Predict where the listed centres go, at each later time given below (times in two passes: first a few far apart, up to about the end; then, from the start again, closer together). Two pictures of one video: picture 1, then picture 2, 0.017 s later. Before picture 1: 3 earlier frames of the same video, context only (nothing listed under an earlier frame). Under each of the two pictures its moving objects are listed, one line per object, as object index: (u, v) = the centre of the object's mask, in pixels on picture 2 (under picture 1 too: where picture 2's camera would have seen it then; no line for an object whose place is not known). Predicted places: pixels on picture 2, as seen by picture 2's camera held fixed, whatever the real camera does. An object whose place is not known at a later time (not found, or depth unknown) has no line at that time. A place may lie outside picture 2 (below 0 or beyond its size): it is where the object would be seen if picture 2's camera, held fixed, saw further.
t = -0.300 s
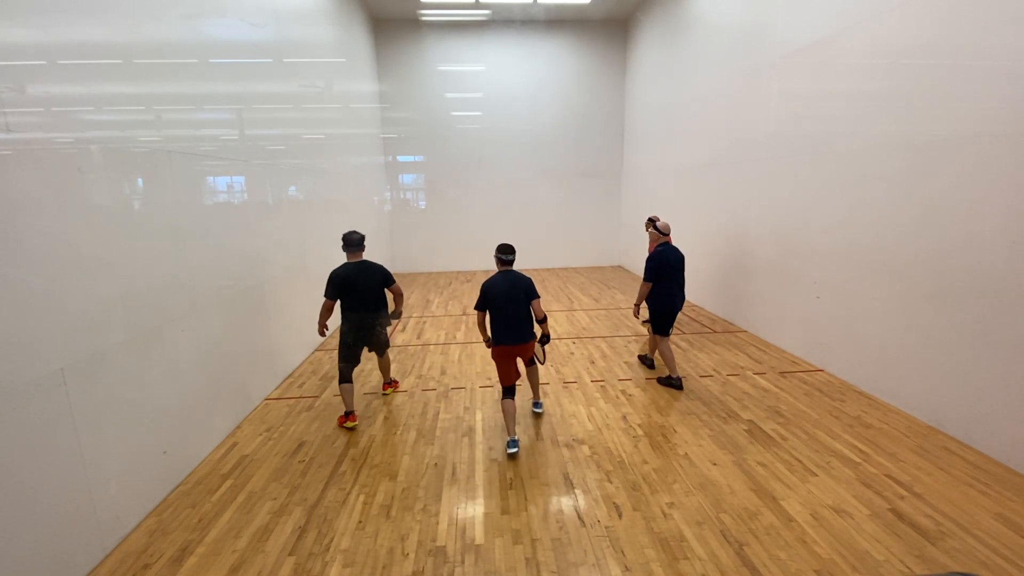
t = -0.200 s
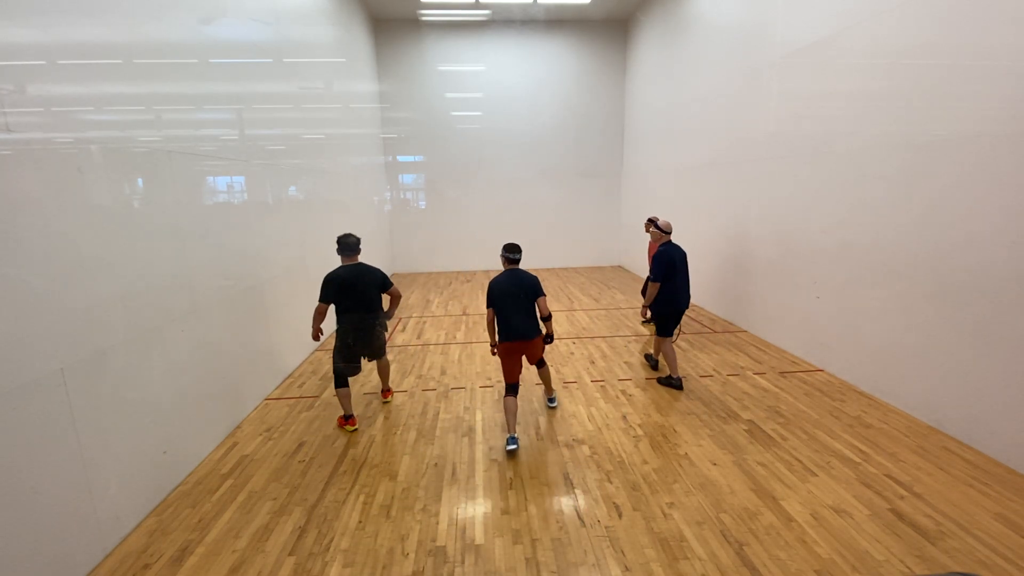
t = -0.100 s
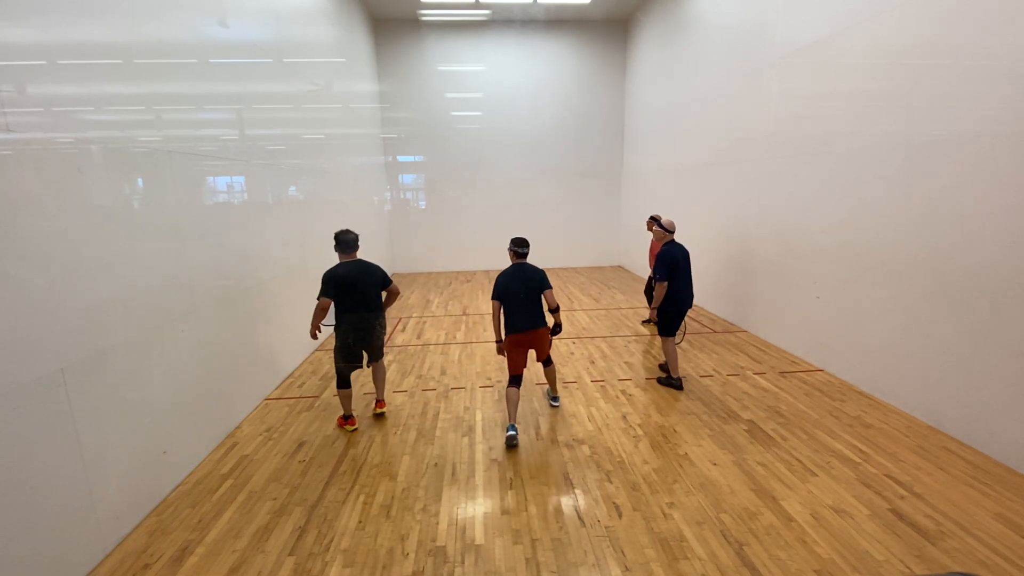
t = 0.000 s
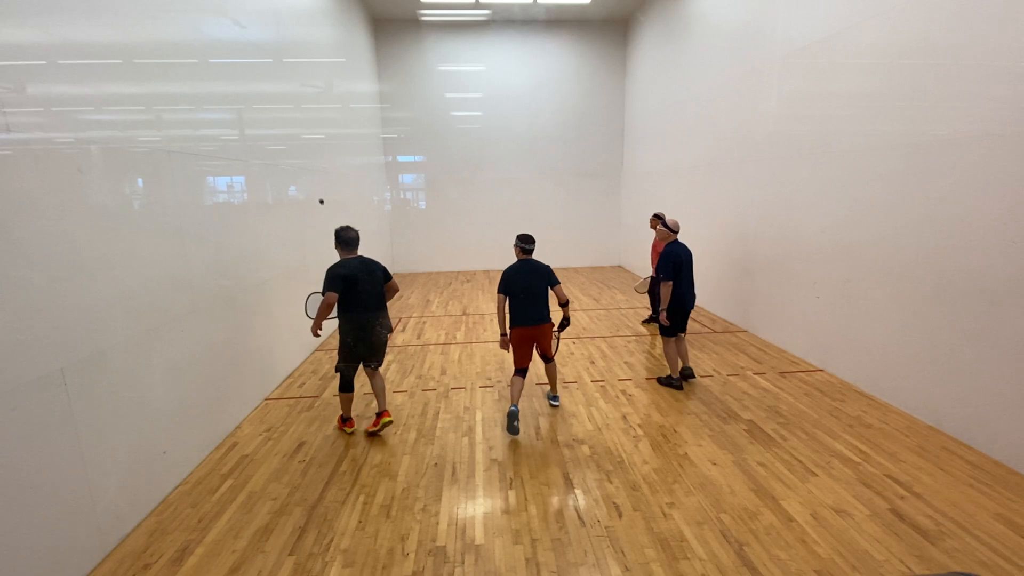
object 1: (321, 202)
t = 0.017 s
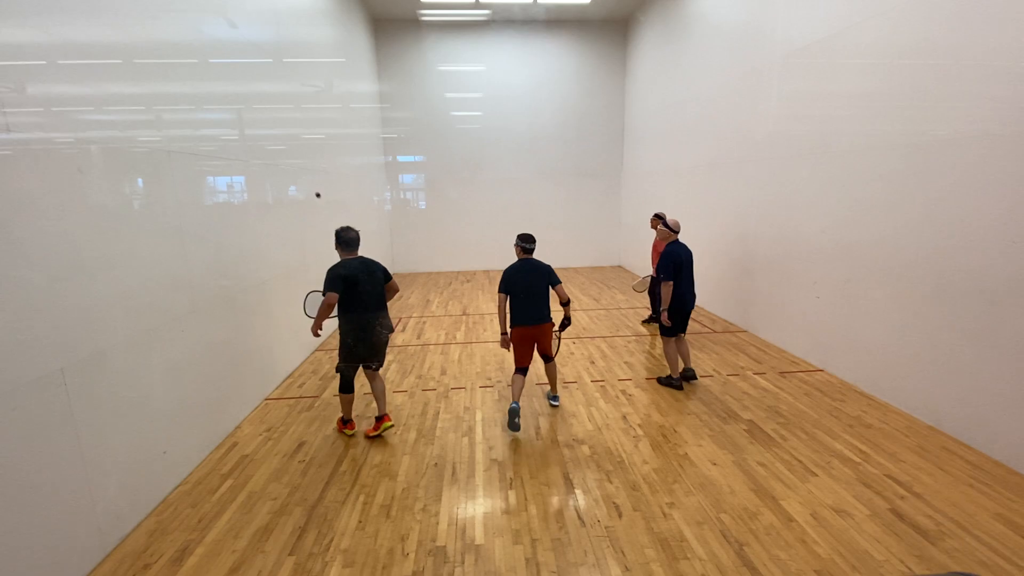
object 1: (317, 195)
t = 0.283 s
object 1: (255, 110)
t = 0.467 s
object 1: (225, 83)
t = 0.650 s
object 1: (231, 96)
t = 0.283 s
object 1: (255, 110)
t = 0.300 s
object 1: (250, 106)
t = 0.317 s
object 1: (246, 103)
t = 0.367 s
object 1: (232, 93)
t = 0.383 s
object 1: (227, 91)
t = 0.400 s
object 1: (224, 89)
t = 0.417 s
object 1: (224, 87)
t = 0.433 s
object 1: (225, 85)
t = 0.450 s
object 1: (225, 84)
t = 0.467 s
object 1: (225, 83)
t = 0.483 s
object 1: (225, 82)
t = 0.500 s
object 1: (225, 82)
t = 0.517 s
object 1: (226, 82)
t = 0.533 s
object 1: (226, 83)
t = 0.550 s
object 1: (227, 84)
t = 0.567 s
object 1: (227, 85)
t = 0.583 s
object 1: (228, 86)
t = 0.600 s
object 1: (229, 88)
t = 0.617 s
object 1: (229, 91)
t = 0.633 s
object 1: (230, 93)
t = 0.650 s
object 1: (231, 96)
